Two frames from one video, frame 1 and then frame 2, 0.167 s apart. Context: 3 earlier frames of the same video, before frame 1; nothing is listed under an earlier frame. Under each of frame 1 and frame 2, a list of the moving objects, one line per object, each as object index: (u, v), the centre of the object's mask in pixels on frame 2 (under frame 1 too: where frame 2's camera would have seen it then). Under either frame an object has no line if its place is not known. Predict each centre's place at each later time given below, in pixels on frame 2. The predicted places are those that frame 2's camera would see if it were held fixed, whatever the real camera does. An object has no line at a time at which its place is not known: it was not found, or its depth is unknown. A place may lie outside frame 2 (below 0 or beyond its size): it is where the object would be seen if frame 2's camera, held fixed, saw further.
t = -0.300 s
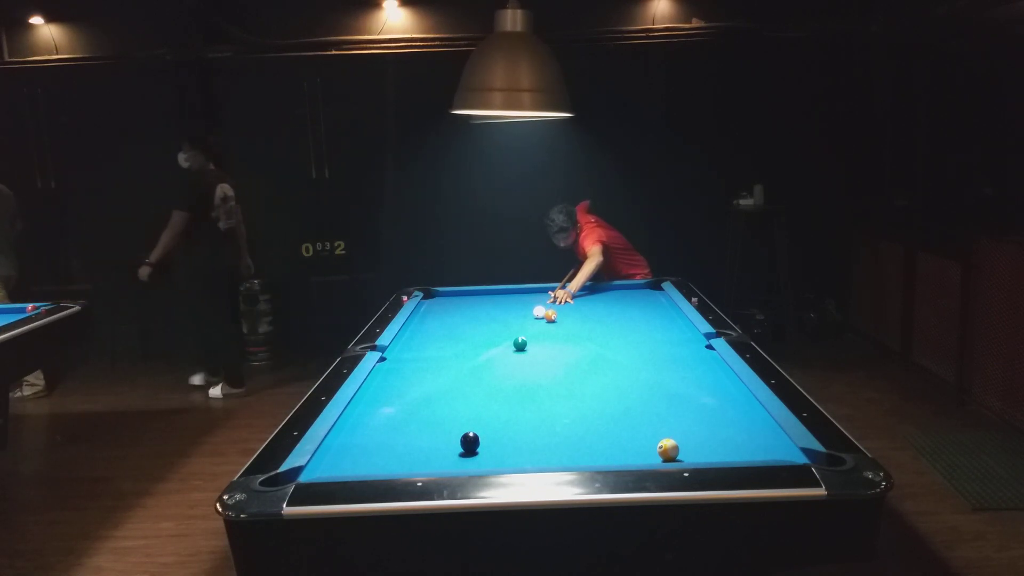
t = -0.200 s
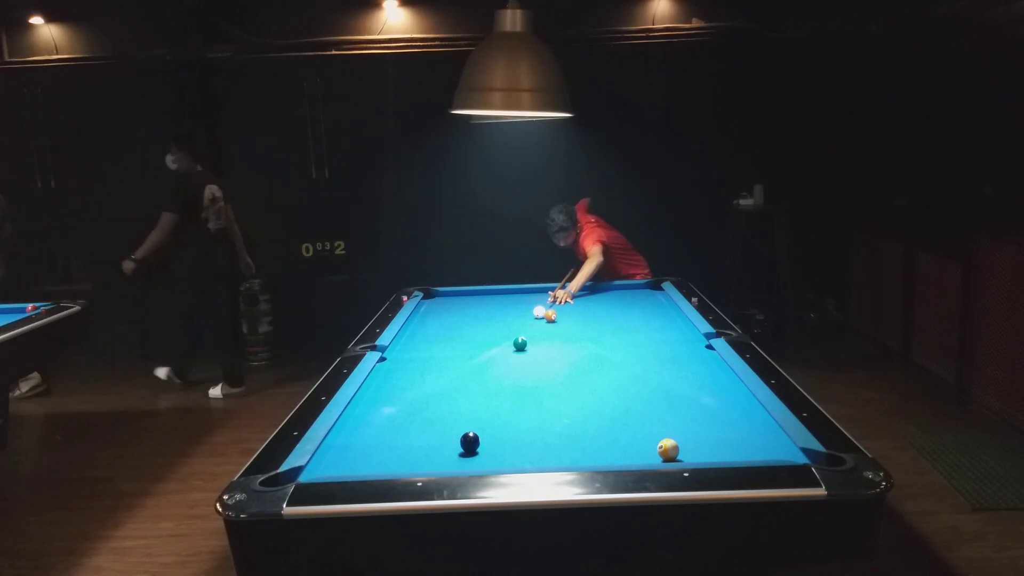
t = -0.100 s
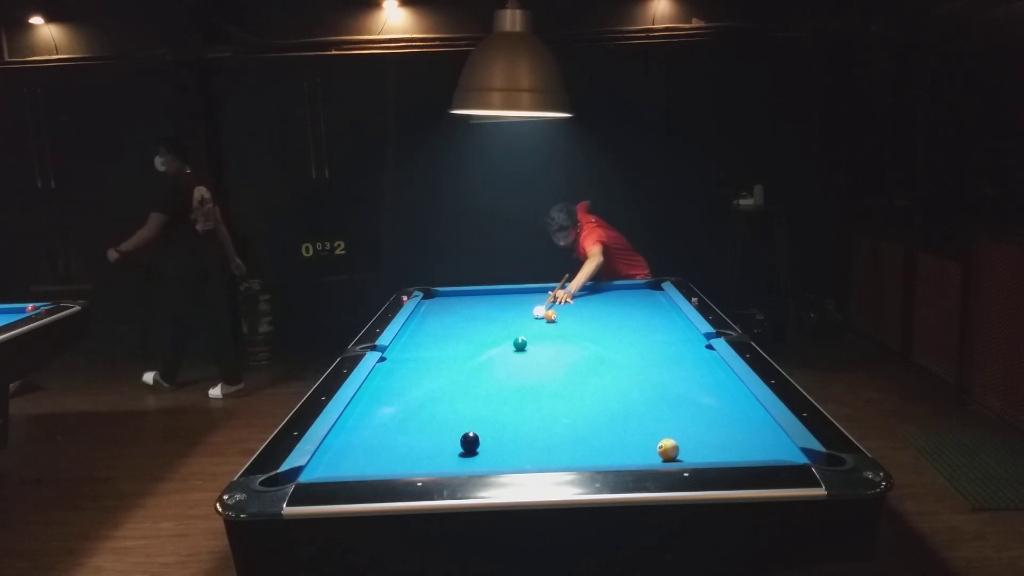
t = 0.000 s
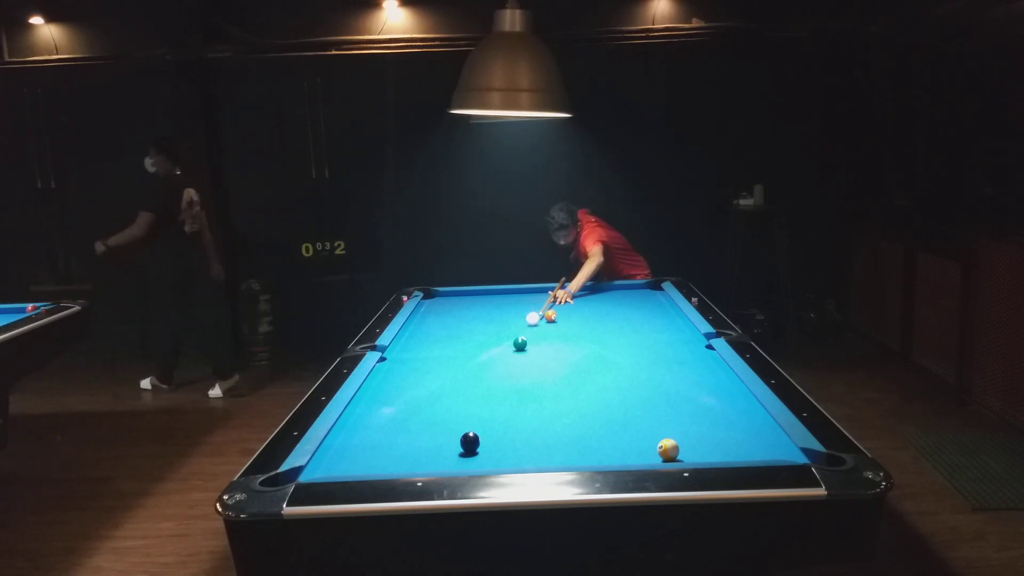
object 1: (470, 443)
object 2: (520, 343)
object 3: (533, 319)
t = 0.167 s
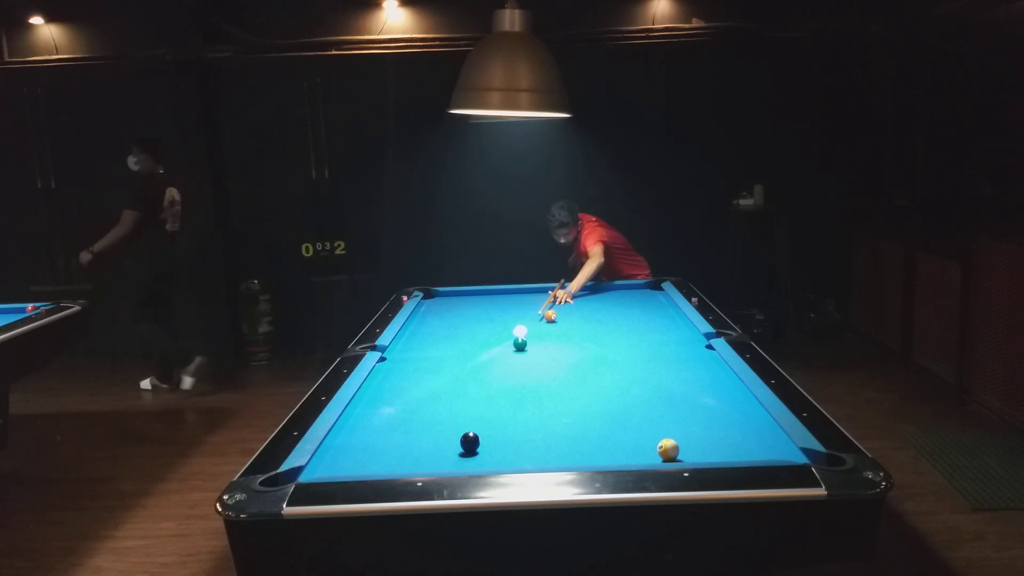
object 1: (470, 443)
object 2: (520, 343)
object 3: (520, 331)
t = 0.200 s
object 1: (470, 443)
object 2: (520, 343)
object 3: (517, 333)
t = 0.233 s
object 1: (470, 443)
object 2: (520, 343)
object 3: (514, 336)
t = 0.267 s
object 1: (470, 443)
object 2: (520, 343)
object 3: (510, 340)
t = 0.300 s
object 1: (470, 443)
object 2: (524, 344)
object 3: (505, 342)
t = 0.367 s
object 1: (470, 443)
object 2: (532, 347)
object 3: (492, 345)
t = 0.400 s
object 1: (470, 443)
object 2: (535, 349)
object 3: (486, 347)
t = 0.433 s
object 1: (470, 443)
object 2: (538, 350)
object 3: (480, 349)
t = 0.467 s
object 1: (470, 443)
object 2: (541, 351)
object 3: (474, 351)
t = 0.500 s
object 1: (470, 443)
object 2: (544, 352)
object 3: (468, 353)
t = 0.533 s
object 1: (470, 443)
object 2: (547, 354)
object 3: (462, 355)
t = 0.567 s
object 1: (470, 443)
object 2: (551, 355)
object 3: (455, 357)
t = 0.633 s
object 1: (470, 443)
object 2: (557, 357)
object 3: (442, 361)
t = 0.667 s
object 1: (470, 443)
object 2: (560, 358)
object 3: (435, 363)
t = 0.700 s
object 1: (470, 443)
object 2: (564, 359)
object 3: (428, 365)
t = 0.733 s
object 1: (470, 443)
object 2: (567, 361)
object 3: (421, 367)
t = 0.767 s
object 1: (470, 443)
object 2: (570, 362)
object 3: (414, 369)
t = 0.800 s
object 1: (470, 443)
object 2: (573, 363)
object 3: (407, 372)
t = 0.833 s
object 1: (469, 443)
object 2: (577, 365)
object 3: (400, 374)
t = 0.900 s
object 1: (470, 443)
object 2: (584, 367)
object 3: (385, 378)
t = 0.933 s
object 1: (469, 443)
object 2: (587, 368)
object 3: (378, 381)
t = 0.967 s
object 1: (470, 443)
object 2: (590, 370)
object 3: (371, 383)
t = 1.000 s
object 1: (470, 443)
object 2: (594, 371)
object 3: (373, 385)
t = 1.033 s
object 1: (470, 443)
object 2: (597, 372)
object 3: (375, 386)
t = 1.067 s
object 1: (470, 443)
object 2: (601, 374)
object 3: (378, 387)
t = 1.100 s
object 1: (470, 443)
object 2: (604, 375)
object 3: (380, 388)
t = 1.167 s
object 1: (470, 443)
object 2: (611, 377)
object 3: (385, 390)
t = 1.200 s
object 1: (469, 443)
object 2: (615, 379)
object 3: (388, 391)
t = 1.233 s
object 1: (470, 443)
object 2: (619, 380)
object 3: (390, 392)
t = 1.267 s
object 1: (469, 443)
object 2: (622, 382)
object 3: (393, 393)
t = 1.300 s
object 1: (470, 443)
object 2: (626, 383)
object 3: (395, 395)
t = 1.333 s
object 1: (470, 443)
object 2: (629, 385)
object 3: (398, 396)
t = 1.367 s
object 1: (470, 443)
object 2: (633, 386)
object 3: (400, 397)
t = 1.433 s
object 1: (470, 443)
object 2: (641, 389)
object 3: (405, 400)
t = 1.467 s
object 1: (470, 443)
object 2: (645, 390)
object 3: (408, 401)
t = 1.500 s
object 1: (470, 443)
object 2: (648, 392)
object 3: (410, 402)
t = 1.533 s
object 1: (470, 443)
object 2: (652, 393)
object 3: (413, 403)
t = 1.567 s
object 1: (470, 443)
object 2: (656, 395)
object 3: (416, 404)
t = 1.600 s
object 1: (470, 443)
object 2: (660, 396)
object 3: (418, 406)
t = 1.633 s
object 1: (470, 443)
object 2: (664, 398)
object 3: (421, 407)
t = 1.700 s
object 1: (470, 443)
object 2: (672, 401)
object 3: (426, 409)
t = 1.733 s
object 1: (470, 443)
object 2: (676, 402)
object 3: (428, 411)
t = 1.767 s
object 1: (470, 443)
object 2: (680, 404)
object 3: (431, 412)
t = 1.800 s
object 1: (470, 443)
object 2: (684, 405)
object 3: (434, 413)
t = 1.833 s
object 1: (470, 443)
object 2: (688, 407)
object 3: (437, 414)
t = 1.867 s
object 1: (470, 443)
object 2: (692, 408)
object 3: (439, 415)
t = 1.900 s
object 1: (470, 443)
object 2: (696, 410)
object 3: (442, 417)
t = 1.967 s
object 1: (470, 443)
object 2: (704, 413)
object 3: (447, 419)
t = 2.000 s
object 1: (470, 443)
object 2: (709, 415)
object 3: (450, 421)
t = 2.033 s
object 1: (470, 443)
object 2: (713, 416)
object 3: (453, 422)
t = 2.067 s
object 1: (470, 443)
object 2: (717, 418)
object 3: (455, 423)
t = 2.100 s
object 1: (470, 443)
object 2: (721, 420)
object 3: (458, 424)
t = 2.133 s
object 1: (470, 443)
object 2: (726, 421)
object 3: (461, 425)
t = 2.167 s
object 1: (470, 443)
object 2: (730, 423)
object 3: (463, 426)
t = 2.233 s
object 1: (470, 443)
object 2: (738, 427)
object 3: (468, 427)
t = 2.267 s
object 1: (470, 443)
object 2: (742, 428)
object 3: (472, 427)
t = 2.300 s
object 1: (470, 443)
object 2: (747, 430)
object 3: (475, 429)
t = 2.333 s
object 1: (470, 443)
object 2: (752, 432)
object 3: (479, 431)
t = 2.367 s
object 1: (470, 443)
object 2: (756, 433)
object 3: (482, 433)
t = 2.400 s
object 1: (469, 443)
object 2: (760, 435)
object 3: (484, 435)
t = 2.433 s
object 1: (468, 444)
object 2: (765, 437)
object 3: (487, 436)
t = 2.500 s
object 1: (466, 445)
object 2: (774, 440)
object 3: (494, 437)
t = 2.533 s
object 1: (465, 446)
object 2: (778, 442)
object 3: (498, 438)
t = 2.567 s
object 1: (465, 446)
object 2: (782, 444)
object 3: (501, 438)
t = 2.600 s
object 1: (464, 447)
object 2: (782, 445)
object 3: (505, 439)
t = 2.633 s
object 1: (463, 448)
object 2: (781, 446)
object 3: (508, 440)
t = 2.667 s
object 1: (462, 448)
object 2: (780, 447)
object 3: (512, 440)
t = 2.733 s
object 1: (462, 448)
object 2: (779, 449)
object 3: (518, 442)
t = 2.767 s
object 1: (462, 449)
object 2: (779, 450)
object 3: (522, 443)
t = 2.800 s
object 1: (461, 449)
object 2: (778, 451)
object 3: (525, 443)
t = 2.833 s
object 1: (461, 450)
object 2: (777, 452)
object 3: (529, 444)
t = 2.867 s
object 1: (460, 450)
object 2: (777, 452)
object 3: (532, 444)
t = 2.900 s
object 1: (460, 450)
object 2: (776, 453)
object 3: (536, 445)
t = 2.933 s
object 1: (459, 451)
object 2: (776, 454)
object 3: (539, 446)
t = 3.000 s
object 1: (458, 451)
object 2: (774, 455)
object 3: (545, 447)
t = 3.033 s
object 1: (458, 452)
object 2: (773, 455)
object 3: (549, 447)
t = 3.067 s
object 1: (458, 452)
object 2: (772, 455)
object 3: (552, 448)
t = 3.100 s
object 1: (457, 452)
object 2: (771, 454)
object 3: (555, 449)
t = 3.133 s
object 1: (457, 453)
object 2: (770, 454)
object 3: (558, 449)
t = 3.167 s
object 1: (457, 453)
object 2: (769, 454)
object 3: (562, 450)
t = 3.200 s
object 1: (456, 453)
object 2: (767, 454)
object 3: (565, 450)
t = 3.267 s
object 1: (456, 454)
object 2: (765, 453)
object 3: (571, 452)
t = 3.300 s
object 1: (455, 454)
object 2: (764, 453)
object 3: (574, 453)
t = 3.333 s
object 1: (455, 454)
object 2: (763, 452)
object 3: (578, 453)
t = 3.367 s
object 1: (455, 454)
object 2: (763, 452)
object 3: (581, 453)
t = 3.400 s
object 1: (455, 454)
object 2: (762, 452)
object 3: (584, 454)
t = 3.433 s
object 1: (455, 454)
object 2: (761, 452)
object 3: (587, 454)
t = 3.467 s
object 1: (455, 455)
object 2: (760, 452)
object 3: (590, 455)
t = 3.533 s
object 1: (455, 455)
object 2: (759, 451)
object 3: (596, 455)
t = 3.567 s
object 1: (455, 455)
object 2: (758, 451)
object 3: (599, 456)
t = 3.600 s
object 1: (455, 455)
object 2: (757, 451)
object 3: (602, 456)
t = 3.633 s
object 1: (455, 455)
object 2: (757, 451)
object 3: (605, 456)
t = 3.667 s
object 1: (455, 455)
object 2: (756, 450)
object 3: (607, 456)
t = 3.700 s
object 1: (455, 455)
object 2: (755, 450)
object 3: (610, 457)
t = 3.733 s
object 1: (455, 455)
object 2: (755, 450)
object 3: (613, 457)
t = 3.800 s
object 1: (455, 455)
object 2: (754, 450)
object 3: (619, 457)
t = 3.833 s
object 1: (455, 455)
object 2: (753, 450)
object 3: (621, 458)
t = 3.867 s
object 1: (455, 455)
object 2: (753, 450)
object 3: (624, 458)
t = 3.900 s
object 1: (455, 455)
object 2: (752, 449)
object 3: (627, 458)
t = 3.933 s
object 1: (455, 455)
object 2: (752, 449)
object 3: (629, 458)
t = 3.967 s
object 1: (455, 455)
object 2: (751, 449)
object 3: (632, 459)
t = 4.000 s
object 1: (455, 455)
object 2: (751, 449)
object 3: (634, 459)
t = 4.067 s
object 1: (455, 455)
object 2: (750, 449)
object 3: (638, 459)
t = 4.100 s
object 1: (455, 455)
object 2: (750, 449)
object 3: (639, 459)
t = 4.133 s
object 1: (455, 455)
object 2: (749, 448)
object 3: (640, 458)
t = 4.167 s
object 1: (455, 455)
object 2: (749, 448)
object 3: (642, 458)
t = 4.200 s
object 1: (455, 455)
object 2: (749, 448)
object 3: (643, 458)
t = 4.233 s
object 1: (455, 455)
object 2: (749, 448)
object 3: (644, 458)
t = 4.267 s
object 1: (455, 455)
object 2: (749, 448)
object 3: (645, 458)
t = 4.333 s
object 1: (455, 455)
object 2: (749, 448)
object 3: (647, 457)
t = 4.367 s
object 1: (455, 455)
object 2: (749, 448)
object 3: (648, 457)
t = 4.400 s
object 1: (455, 455)
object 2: (749, 448)
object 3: (649, 457)
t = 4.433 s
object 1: (455, 455)
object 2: (749, 448)
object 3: (650, 457)
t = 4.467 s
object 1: (455, 455)
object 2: (749, 448)
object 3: (650, 457)
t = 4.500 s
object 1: (455, 455)
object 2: (749, 448)
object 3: (651, 457)
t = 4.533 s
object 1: (455, 455)
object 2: (749, 448)
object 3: (652, 457)
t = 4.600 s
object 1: (455, 455)
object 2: (749, 448)
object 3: (654, 456)
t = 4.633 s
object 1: (455, 455)
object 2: (749, 448)
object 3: (654, 456)
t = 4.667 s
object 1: (455, 455)
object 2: (749, 448)
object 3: (655, 456)
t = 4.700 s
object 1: (455, 455)
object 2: (749, 448)
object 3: (656, 456)
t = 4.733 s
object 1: (455, 455)
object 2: (749, 448)
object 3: (656, 456)
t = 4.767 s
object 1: (455, 455)
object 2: (749, 448)
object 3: (657, 456)
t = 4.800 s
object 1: (455, 455)
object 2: (749, 448)
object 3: (657, 456)
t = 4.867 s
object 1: (455, 455)
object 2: (749, 448)
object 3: (658, 456)
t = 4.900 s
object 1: (455, 455)
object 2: (749, 448)
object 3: (659, 456)
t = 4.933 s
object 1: (455, 455)
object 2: (749, 448)
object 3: (659, 456)
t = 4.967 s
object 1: (455, 455)
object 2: (749, 448)
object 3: (659, 456)
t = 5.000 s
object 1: (455, 455)
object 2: (749, 448)
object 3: (659, 456)
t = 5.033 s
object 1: (455, 455)
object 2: (749, 448)
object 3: (660, 456)
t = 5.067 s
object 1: (455, 456)
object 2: (749, 448)
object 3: (660, 456)
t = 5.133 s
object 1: (455, 455)
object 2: (749, 448)
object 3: (660, 456)
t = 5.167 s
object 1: (455, 455)
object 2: (749, 448)
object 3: (660, 456)
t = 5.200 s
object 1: (455, 455)
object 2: (749, 448)
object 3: (660, 456)
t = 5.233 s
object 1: (455, 455)
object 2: (749, 448)
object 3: (660, 456)
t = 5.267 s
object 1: (455, 455)
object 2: (749, 448)
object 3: (660, 456)
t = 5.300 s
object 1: (455, 455)
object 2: (749, 448)
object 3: (660, 456)
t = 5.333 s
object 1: (455, 455)
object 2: (749, 448)
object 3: (660, 456)
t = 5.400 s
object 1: (455, 455)
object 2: (749, 448)
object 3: (659, 456)
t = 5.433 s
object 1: (455, 455)
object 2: (749, 449)
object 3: (659, 456)
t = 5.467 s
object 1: (455, 455)
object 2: (749, 449)
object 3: (659, 456)
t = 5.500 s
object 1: (455, 455)
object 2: (749, 448)
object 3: (659, 456)
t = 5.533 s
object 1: (455, 455)
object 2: (749, 449)
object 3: (659, 456)
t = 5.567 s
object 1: (455, 455)
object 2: (749, 448)
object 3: (659, 456)
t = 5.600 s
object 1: (455, 455)
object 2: (749, 449)
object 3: (659, 456)
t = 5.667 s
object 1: (455, 455)
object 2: (749, 448)
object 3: (659, 456)
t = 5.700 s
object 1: (455, 455)
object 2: (749, 448)
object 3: (659, 456)
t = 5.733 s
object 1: (455, 455)
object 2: (749, 448)
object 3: (659, 456)
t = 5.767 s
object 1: (455, 455)
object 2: (749, 448)
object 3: (659, 456)
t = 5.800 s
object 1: (455, 455)
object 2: (749, 449)
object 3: (659, 456)
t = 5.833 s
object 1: (455, 455)
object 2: (749, 448)
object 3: (659, 456)
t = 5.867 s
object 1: (455, 455)
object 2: (749, 449)
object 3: (659, 456)
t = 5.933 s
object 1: (455, 456)
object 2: (749, 449)
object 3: (659, 456)
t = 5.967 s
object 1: (455, 455)
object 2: (749, 449)
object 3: (659, 456)
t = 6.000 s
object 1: (455, 455)
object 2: (749, 448)
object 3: (659, 456)
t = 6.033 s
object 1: (455, 455)
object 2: (749, 449)
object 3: (659, 456)
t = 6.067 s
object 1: (455, 455)
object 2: (749, 448)
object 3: (659, 456)
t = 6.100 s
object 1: (455, 455)
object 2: (749, 448)
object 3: (659, 456)
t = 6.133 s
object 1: (455, 455)
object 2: (749, 449)
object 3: (659, 456)
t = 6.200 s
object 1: (455, 455)
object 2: (749, 448)
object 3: (659, 456)
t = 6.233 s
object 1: (455, 455)
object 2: (749, 448)
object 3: (659, 456)
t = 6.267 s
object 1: (455, 455)
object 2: (749, 448)
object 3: (659, 456)
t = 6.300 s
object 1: (455, 455)
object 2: (749, 449)
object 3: (659, 456)
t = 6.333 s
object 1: (455, 455)
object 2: (749, 449)
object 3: (659, 456)
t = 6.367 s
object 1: (455, 455)
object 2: (749, 449)
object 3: (659, 456)
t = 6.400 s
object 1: (455, 455)
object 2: (749, 449)
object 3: (659, 456)
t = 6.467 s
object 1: (455, 455)
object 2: (749, 449)
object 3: (659, 456)
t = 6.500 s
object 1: (455, 455)
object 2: (749, 449)
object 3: (659, 456)
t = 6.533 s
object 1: (455, 455)
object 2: (749, 449)
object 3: (659, 456)
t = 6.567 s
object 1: (455, 455)
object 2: (749, 449)
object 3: (659, 456)
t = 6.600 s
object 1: (455, 455)
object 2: (749, 448)
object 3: (659, 456)
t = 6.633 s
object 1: (455, 455)
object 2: (749, 448)
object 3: (659, 456)
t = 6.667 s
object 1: (455, 455)
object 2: (749, 448)
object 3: (659, 456)
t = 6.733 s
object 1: (455, 455)
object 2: (749, 448)
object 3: (659, 456)
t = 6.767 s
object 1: (455, 455)
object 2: (749, 448)
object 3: (659, 456)
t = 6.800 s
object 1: (455, 455)
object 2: (749, 448)
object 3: (659, 456)
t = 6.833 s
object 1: (455, 455)
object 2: (749, 448)
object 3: (659, 456)
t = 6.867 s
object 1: (455, 455)
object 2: (749, 448)
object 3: (659, 456)
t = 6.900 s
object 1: (455, 455)
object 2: (749, 448)
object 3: (659, 456)
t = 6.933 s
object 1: (455, 455)
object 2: (749, 448)
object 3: (659, 456)
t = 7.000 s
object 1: (455, 455)
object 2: (749, 448)
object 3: (659, 456)
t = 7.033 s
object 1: (455, 455)
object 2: (749, 448)
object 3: (659, 456)
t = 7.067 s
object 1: (455, 455)
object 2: (749, 448)
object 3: (659, 456)
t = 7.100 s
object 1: (455, 455)
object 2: (749, 448)
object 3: (659, 456)
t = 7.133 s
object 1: (455, 455)
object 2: (749, 448)
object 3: (659, 456)
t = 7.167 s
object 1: (455, 455)
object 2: (749, 448)
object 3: (659, 456)
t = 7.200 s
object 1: (455, 455)
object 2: (749, 449)
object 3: (659, 456)
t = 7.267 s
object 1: (455, 455)
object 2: (749, 448)
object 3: (659, 456)
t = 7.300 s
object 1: (455, 455)
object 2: (749, 448)
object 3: (659, 456)
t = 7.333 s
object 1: (455, 455)
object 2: (749, 448)
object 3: (659, 456)
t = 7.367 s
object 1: (455, 456)
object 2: (749, 449)
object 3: (659, 456)
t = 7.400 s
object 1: (455, 456)
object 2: (749, 449)
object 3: (659, 456)
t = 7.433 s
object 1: (455, 455)
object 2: (749, 449)
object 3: (659, 456)
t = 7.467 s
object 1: (455, 455)
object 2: (749, 448)
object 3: (659, 456)
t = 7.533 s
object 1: (455, 455)
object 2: (749, 448)
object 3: (659, 456)
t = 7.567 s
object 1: (455, 455)
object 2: (750, 448)
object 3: (659, 456)
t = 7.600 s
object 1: (455, 455)
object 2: (750, 449)
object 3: (659, 456)
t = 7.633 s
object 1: (455, 455)
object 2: (750, 448)
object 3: (659, 456)
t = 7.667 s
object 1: (455, 455)
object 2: (750, 448)
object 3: (659, 456)
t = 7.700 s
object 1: (455, 455)
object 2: (749, 448)
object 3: (659, 456)
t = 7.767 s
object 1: (455, 455)
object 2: (750, 449)
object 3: (659, 456)
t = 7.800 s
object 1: (455, 455)
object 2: (749, 449)
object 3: (659, 456)
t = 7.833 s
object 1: (455, 455)
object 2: (750, 449)
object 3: (659, 456)
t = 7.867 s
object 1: (455, 455)
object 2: (750, 449)
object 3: (659, 456)
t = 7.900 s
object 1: (455, 456)
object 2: (750, 448)
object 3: (659, 456)
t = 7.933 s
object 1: (455, 455)
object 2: (750, 449)
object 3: (659, 456)
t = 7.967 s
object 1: (455, 455)
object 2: (750, 449)
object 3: (659, 456)
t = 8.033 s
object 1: (455, 455)
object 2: (749, 449)
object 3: (659, 456)
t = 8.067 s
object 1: (455, 455)
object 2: (749, 449)
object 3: (659, 456)
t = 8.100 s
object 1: (455, 455)
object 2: (750, 448)
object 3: (659, 456)
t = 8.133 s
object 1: (455, 455)
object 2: (750, 448)
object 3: (659, 456)
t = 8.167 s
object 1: (455, 455)
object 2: (750, 448)
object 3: (659, 456)
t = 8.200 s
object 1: (455, 455)
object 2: (749, 449)
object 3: (659, 456)
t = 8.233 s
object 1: (455, 455)
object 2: (750, 448)
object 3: (659, 456)
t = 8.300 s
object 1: (455, 455)
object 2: (749, 449)
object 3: (659, 456)
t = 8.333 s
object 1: (455, 455)
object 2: (750, 448)
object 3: (659, 456)
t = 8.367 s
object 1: (455, 455)
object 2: (750, 448)
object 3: (659, 456)
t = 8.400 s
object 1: (455, 455)
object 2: (750, 449)
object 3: (659, 456)
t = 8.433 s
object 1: (455, 455)
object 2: (749, 448)
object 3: (659, 456)
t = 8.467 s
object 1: (455, 455)
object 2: (750, 448)
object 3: (659, 456)
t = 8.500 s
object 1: (455, 455)
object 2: (749, 449)
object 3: (659, 456)
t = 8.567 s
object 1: (455, 455)
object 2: (749, 448)
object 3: (659, 456)
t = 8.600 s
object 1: (455, 455)
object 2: (749, 449)
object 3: (659, 456)
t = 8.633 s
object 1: (455, 455)
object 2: (750, 448)
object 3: (659, 456)
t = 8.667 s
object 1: (455, 455)
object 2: (749, 448)
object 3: (659, 456)
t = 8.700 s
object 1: (455, 455)
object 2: (749, 449)
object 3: (659, 456)
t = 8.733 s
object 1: (455, 455)
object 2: (749, 449)
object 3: (659, 456)
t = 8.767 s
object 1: (455, 455)
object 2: (749, 448)
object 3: (659, 456)
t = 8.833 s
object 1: (455, 455)
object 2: (750, 448)
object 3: (659, 456)
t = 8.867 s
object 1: (455, 455)
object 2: (750, 448)
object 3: (659, 456)
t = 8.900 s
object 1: (455, 455)
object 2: (750, 448)
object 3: (659, 456)
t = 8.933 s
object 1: (455, 455)
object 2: (749, 449)
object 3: (659, 456)
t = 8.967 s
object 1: (455, 455)
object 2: (749, 448)
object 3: (659, 456)
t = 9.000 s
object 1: (455, 455)
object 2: (750, 448)
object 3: (659, 456)
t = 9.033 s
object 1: (455, 455)
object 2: (749, 449)
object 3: (659, 456)
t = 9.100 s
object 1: (455, 455)
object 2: (749, 448)
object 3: (659, 456)
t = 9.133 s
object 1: (455, 455)
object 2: (749, 449)
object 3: (659, 456)
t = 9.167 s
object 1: (455, 455)
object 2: (749, 449)
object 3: (659, 456)
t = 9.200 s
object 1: (455, 455)
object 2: (750, 448)
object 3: (659, 456)
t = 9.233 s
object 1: (455, 455)
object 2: (750, 448)
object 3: (659, 456)
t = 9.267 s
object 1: (455, 455)
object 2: (750, 448)
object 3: (659, 456)
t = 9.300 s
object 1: (455, 455)
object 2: (749, 449)
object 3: (659, 456)
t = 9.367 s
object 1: (455, 455)
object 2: (750, 449)
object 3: (659, 456)
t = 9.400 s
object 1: (455, 455)
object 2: (750, 449)
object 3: (659, 456)
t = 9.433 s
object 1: (455, 455)
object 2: (750, 449)
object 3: (659, 455)
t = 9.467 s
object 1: (455, 455)
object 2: (750, 449)
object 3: (659, 456)
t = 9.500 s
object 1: (455, 455)
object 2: (750, 448)
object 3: (659, 456)
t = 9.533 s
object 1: (455, 455)
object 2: (750, 449)
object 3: (659, 456)
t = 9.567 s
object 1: (455, 455)
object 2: (750, 449)
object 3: (659, 456)
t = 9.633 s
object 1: (455, 455)
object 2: (750, 448)
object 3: (659, 456)
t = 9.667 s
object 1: (455, 455)
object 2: (750, 448)
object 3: (659, 456)
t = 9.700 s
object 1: (455, 455)
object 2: (750, 448)
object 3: (659, 456)
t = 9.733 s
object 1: (455, 455)
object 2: (750, 448)
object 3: (659, 456)
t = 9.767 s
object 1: (455, 455)
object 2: (750, 448)
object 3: (659, 456)
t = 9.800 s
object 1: (455, 455)
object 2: (749, 448)
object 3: (659, 456)
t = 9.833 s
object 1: (455, 455)
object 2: (750, 448)
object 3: (659, 456)
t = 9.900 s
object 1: (455, 455)
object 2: (750, 448)
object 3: (659, 456)
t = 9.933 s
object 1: (455, 455)
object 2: (750, 448)
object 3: (659, 456)
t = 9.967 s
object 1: (455, 455)
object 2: (749, 448)
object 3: (659, 456)
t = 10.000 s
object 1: (455, 455)
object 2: (749, 449)
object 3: (659, 456)
